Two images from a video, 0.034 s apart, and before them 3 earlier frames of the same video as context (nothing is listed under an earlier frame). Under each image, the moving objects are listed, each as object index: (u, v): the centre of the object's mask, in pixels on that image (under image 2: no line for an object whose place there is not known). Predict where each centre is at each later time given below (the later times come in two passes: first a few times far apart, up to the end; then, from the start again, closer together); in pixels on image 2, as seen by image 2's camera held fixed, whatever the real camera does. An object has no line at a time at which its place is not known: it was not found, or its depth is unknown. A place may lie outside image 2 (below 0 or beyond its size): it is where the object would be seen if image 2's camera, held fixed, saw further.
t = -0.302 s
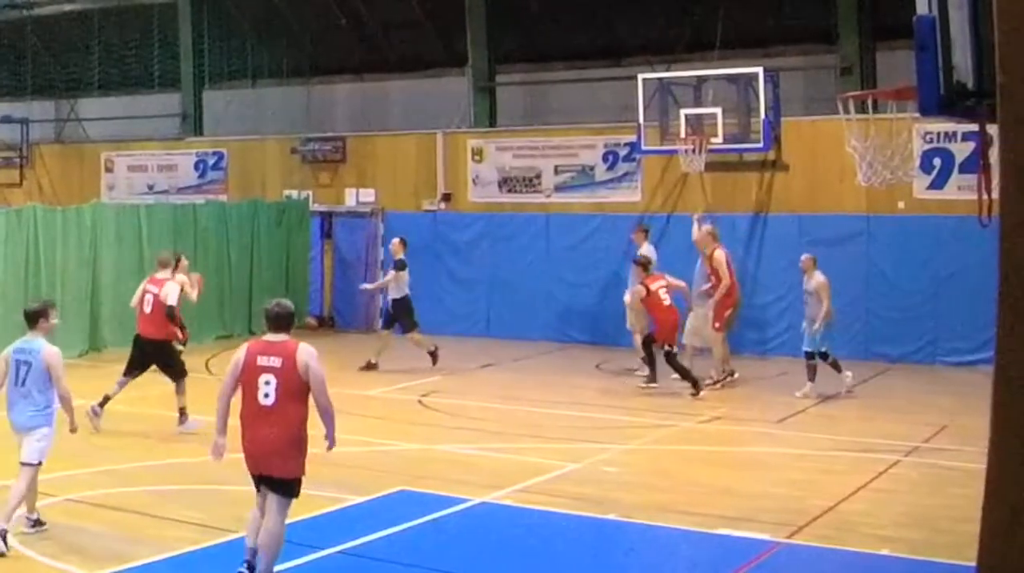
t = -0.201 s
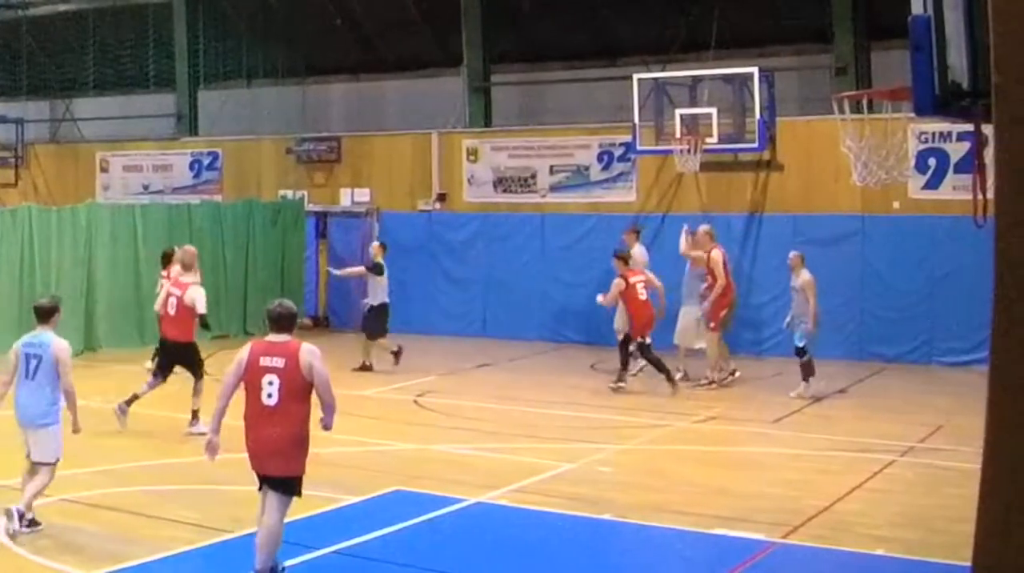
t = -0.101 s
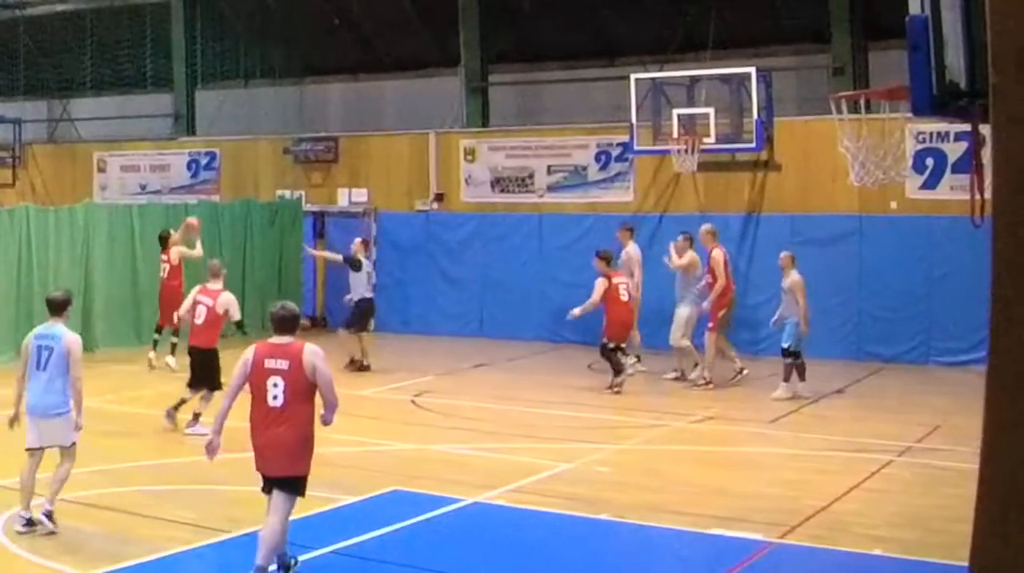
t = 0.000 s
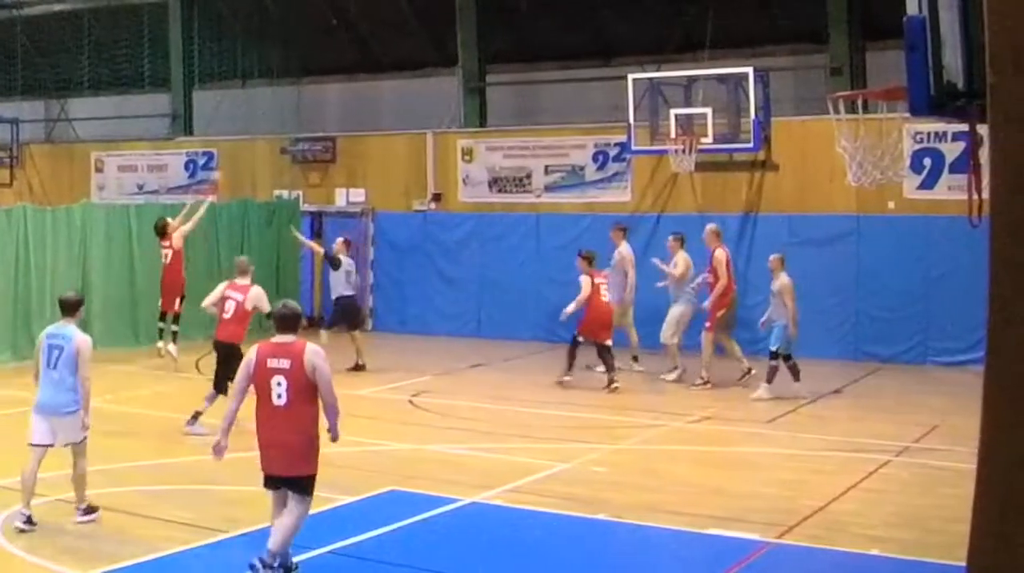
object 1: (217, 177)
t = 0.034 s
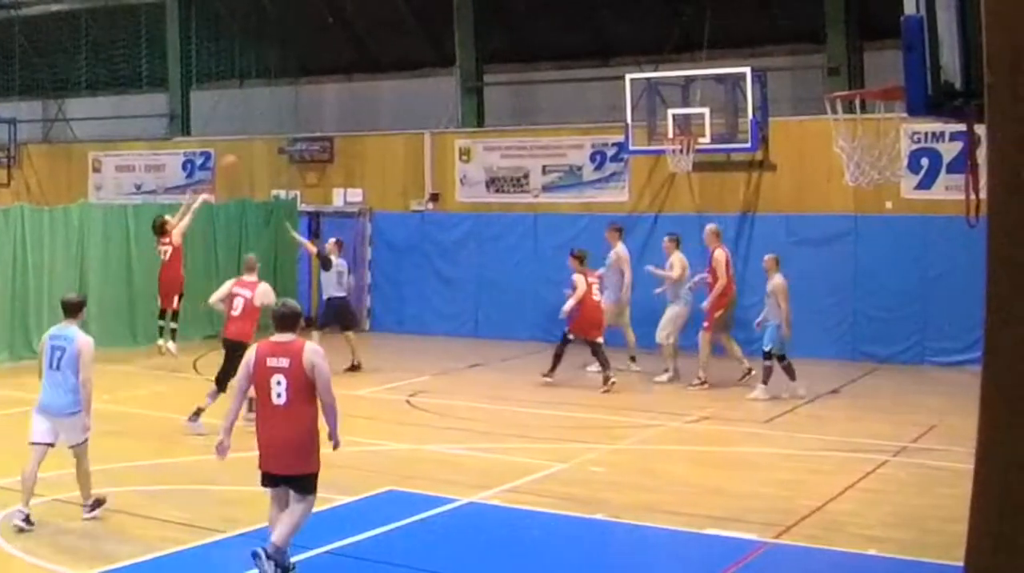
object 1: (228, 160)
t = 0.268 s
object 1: (321, 72)
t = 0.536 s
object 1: (422, 21)
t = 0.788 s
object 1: (515, 18)
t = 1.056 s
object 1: (611, 62)
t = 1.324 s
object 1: (684, 143)
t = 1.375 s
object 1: (681, 166)
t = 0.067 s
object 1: (243, 143)
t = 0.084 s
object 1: (249, 135)
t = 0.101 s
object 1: (256, 130)
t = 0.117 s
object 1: (263, 125)
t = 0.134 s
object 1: (269, 117)
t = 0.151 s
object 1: (276, 111)
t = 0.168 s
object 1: (282, 105)
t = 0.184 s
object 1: (288, 98)
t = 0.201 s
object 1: (295, 93)
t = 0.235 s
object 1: (308, 82)
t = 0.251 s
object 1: (314, 77)
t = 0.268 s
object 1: (321, 72)
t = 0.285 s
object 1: (327, 68)
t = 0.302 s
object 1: (334, 64)
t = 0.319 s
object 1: (340, 60)
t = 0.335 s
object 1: (346, 55)
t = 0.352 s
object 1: (353, 52)
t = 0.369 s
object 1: (360, 48)
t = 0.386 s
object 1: (366, 44)
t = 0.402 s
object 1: (372, 41)
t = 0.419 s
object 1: (379, 37)
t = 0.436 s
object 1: (385, 34)
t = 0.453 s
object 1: (391, 32)
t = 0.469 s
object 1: (397, 29)
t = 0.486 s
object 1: (403, 27)
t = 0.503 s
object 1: (410, 25)
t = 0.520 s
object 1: (416, 23)
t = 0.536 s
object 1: (422, 21)
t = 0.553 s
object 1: (428, 19)
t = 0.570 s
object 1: (434, 18)
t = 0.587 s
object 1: (441, 17)
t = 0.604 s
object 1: (447, 16)
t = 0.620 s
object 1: (453, 15)
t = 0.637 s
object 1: (460, 14)
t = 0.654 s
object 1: (465, 14)
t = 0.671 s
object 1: (471, 14)
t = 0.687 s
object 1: (478, 14)
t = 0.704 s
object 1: (484, 14)
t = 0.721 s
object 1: (491, 14)
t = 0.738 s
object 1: (497, 15)
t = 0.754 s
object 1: (503, 15)
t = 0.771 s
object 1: (509, 17)
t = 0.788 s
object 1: (515, 18)
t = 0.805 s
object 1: (521, 19)
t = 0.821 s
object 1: (527, 21)
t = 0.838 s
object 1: (533, 23)
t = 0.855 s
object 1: (539, 25)
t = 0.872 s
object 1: (546, 27)
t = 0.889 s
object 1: (551, 29)
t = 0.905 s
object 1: (558, 32)
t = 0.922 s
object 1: (564, 35)
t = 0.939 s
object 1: (570, 38)
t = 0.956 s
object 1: (576, 41)
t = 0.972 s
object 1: (582, 44)
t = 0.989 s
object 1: (588, 48)
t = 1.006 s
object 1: (594, 52)
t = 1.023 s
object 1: (600, 56)
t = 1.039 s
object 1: (606, 59)
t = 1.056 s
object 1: (611, 62)
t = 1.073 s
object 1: (618, 66)
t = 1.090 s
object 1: (624, 71)
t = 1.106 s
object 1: (629, 78)
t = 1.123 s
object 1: (634, 82)
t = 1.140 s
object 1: (641, 86)
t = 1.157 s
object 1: (647, 93)
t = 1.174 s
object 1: (651, 97)
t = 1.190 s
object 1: (658, 104)
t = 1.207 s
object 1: (664, 109)
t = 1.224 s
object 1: (670, 118)
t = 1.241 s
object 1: (676, 122)
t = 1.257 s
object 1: (682, 131)
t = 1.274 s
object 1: (686, 136)
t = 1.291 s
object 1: (686, 140)
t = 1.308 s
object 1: (685, 141)
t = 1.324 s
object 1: (684, 143)
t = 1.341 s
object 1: (685, 141)
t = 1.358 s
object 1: (682, 161)
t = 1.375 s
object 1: (681, 166)
